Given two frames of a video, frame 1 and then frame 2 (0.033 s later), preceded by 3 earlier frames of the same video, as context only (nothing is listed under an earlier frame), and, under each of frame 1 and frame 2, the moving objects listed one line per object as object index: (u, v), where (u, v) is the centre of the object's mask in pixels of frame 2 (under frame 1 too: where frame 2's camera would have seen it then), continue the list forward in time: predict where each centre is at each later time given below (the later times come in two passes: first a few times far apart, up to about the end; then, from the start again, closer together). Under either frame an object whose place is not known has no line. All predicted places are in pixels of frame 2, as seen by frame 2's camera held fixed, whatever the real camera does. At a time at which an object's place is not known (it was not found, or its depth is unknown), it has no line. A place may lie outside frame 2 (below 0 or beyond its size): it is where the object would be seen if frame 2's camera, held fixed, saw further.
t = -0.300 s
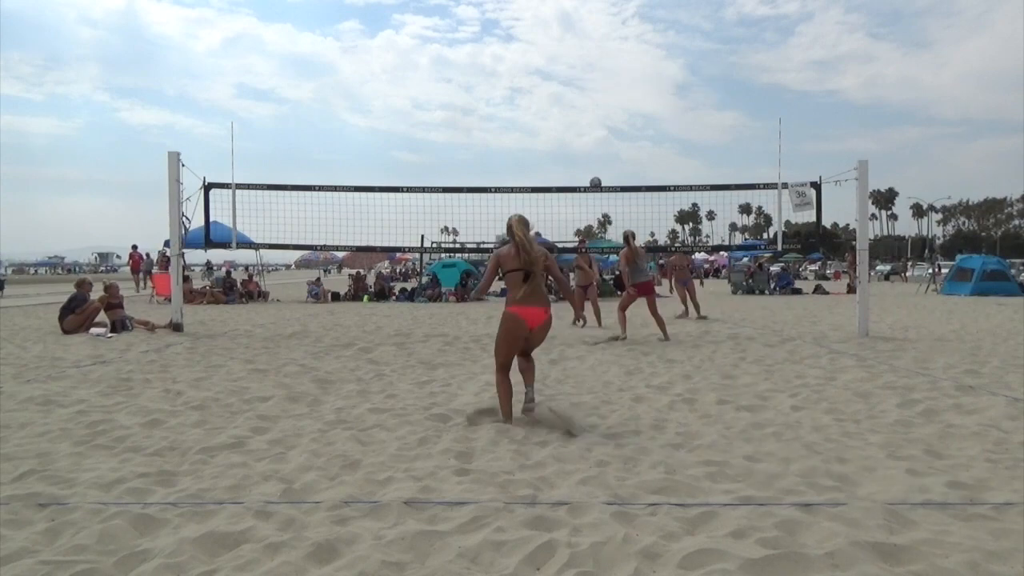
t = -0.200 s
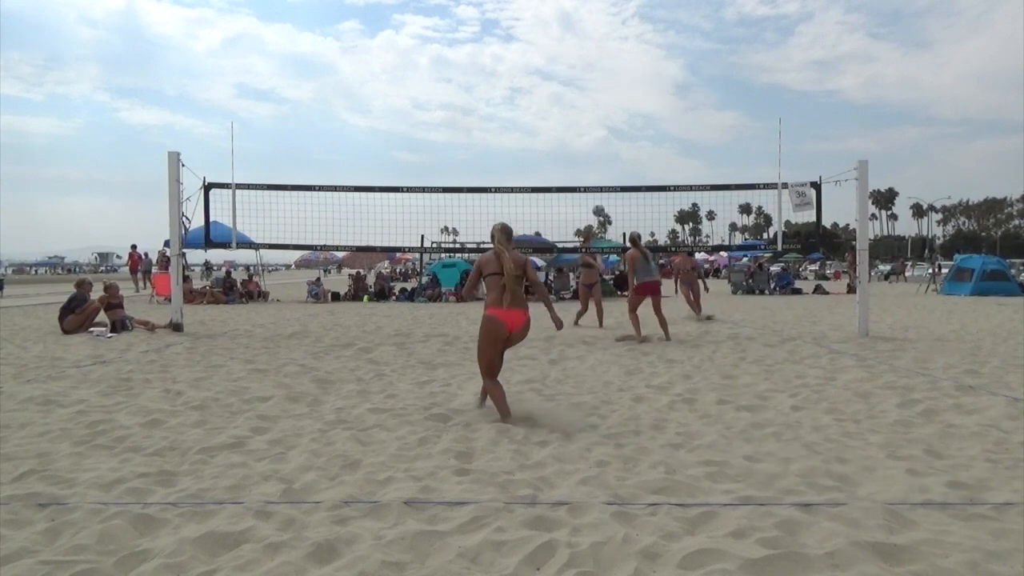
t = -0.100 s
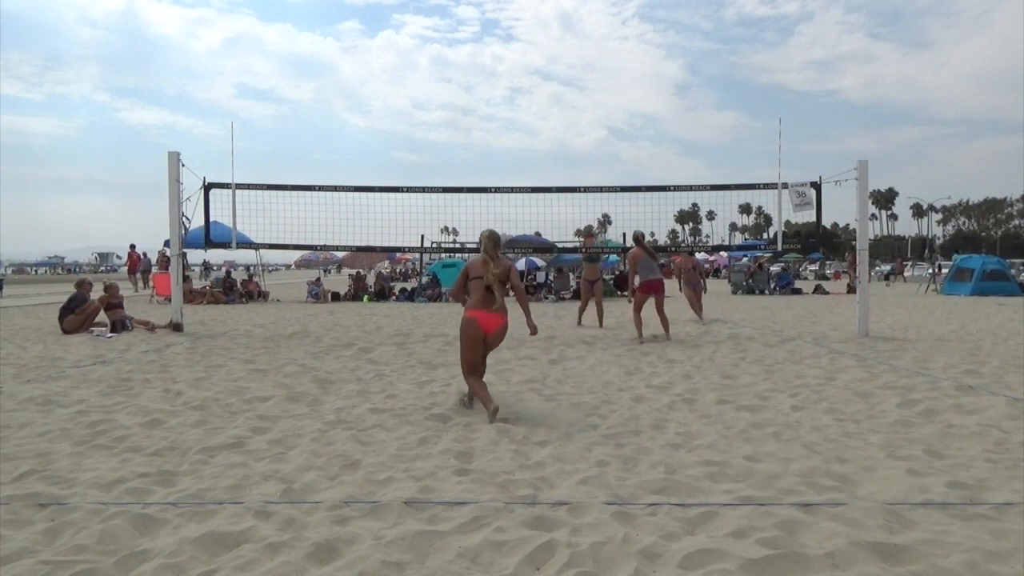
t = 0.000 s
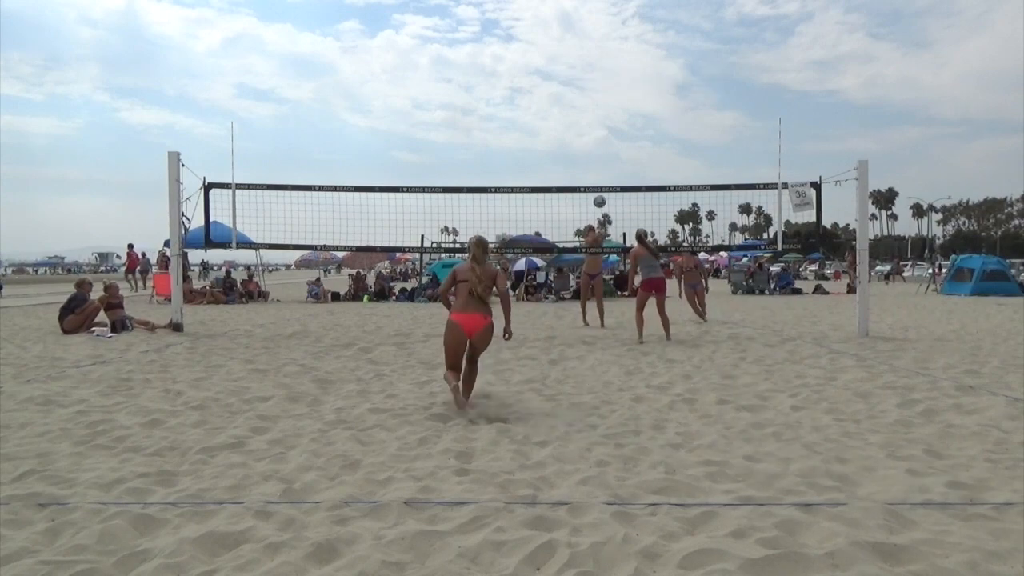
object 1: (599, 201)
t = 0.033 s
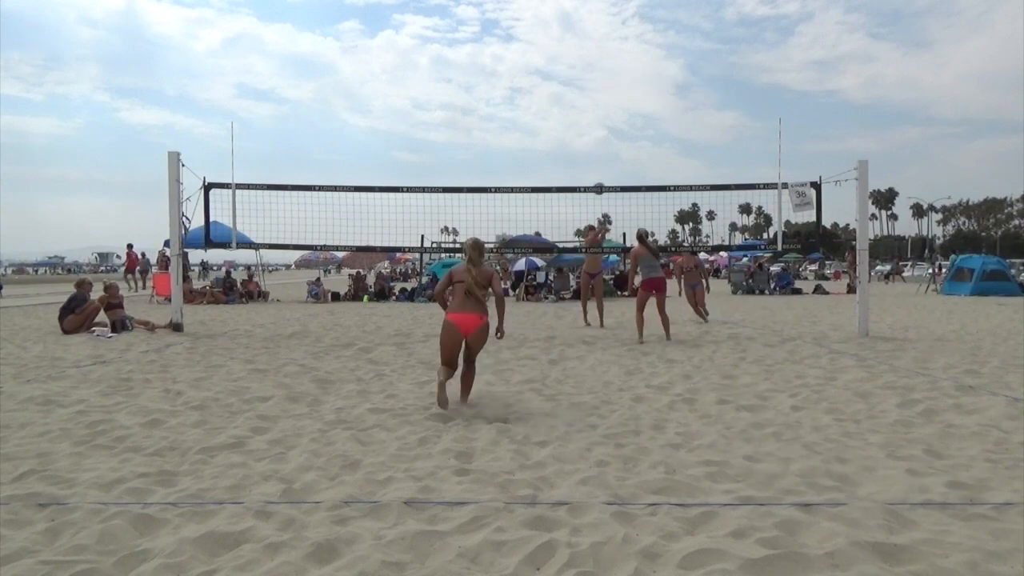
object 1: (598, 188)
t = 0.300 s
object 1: (596, 109)
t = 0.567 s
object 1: (596, 73)
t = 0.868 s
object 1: (600, 81)
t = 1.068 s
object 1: (606, 116)
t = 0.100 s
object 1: (598, 164)
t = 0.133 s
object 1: (597, 154)
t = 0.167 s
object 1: (597, 143)
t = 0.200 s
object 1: (596, 134)
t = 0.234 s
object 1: (596, 124)
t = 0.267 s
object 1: (596, 116)
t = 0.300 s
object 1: (596, 109)
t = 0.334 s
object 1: (595, 102)
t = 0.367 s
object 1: (595, 96)
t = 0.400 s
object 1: (595, 90)
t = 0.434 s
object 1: (595, 86)
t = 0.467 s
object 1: (595, 81)
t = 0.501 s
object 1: (595, 78)
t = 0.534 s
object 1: (595, 75)
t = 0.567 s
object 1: (596, 73)
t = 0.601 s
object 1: (596, 71)
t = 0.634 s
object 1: (596, 70)
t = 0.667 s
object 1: (597, 70)
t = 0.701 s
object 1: (597, 70)
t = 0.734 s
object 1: (598, 71)
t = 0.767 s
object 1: (598, 72)
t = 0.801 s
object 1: (599, 75)
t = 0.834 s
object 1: (600, 78)
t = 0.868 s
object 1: (600, 81)
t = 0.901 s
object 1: (601, 85)
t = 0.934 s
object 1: (602, 90)
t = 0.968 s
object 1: (603, 96)
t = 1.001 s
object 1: (604, 102)
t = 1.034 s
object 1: (605, 109)
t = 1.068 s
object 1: (606, 116)
